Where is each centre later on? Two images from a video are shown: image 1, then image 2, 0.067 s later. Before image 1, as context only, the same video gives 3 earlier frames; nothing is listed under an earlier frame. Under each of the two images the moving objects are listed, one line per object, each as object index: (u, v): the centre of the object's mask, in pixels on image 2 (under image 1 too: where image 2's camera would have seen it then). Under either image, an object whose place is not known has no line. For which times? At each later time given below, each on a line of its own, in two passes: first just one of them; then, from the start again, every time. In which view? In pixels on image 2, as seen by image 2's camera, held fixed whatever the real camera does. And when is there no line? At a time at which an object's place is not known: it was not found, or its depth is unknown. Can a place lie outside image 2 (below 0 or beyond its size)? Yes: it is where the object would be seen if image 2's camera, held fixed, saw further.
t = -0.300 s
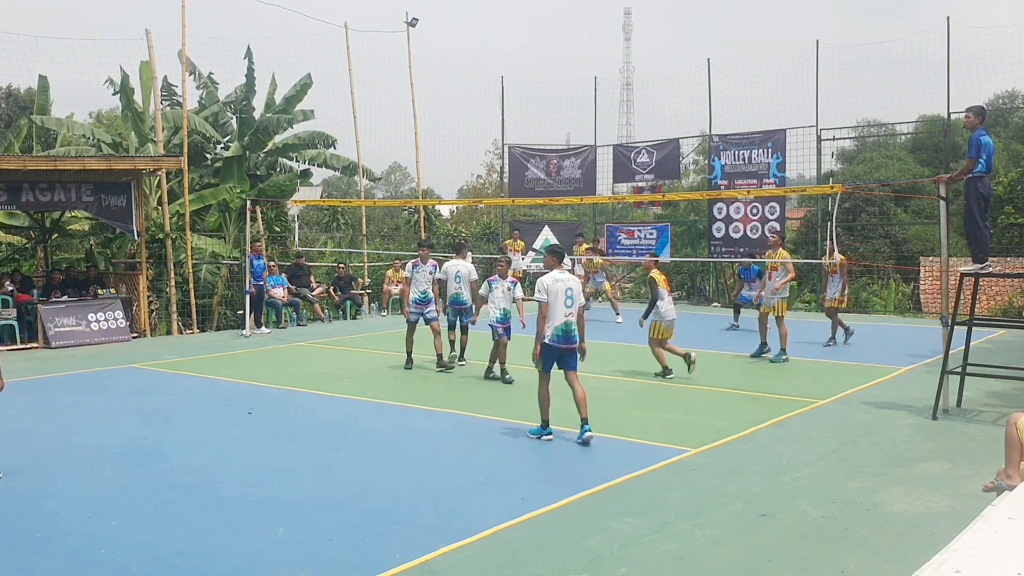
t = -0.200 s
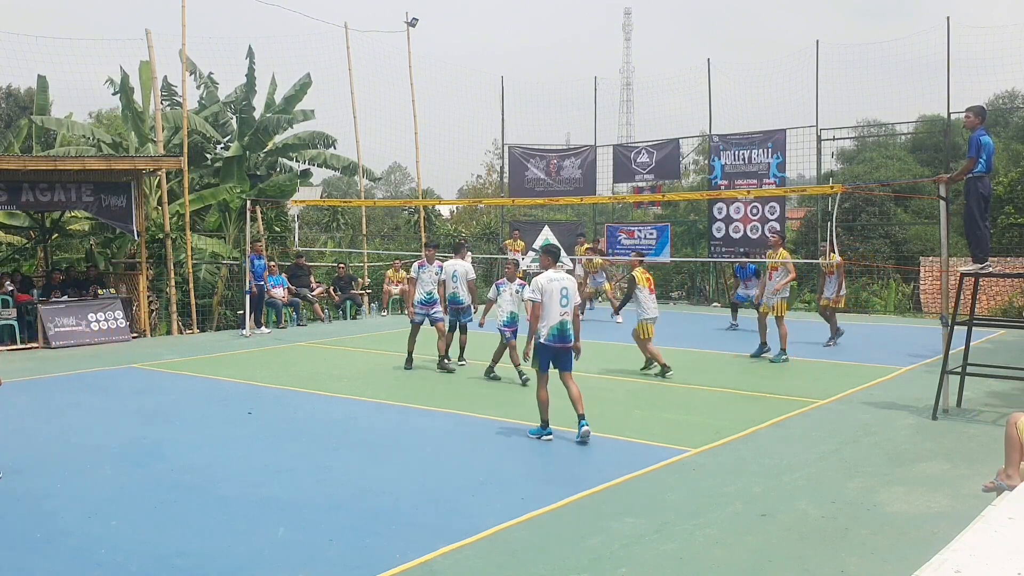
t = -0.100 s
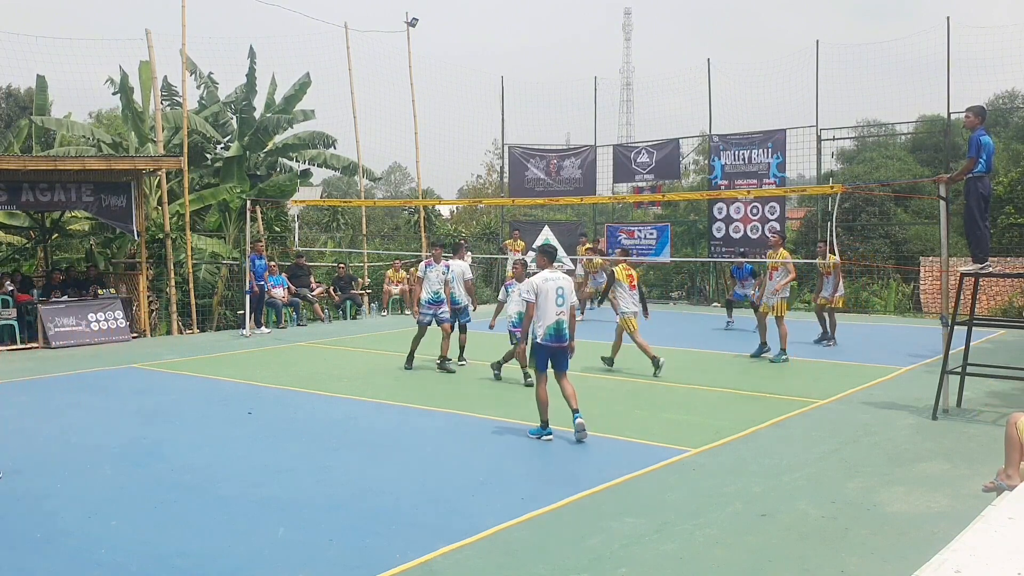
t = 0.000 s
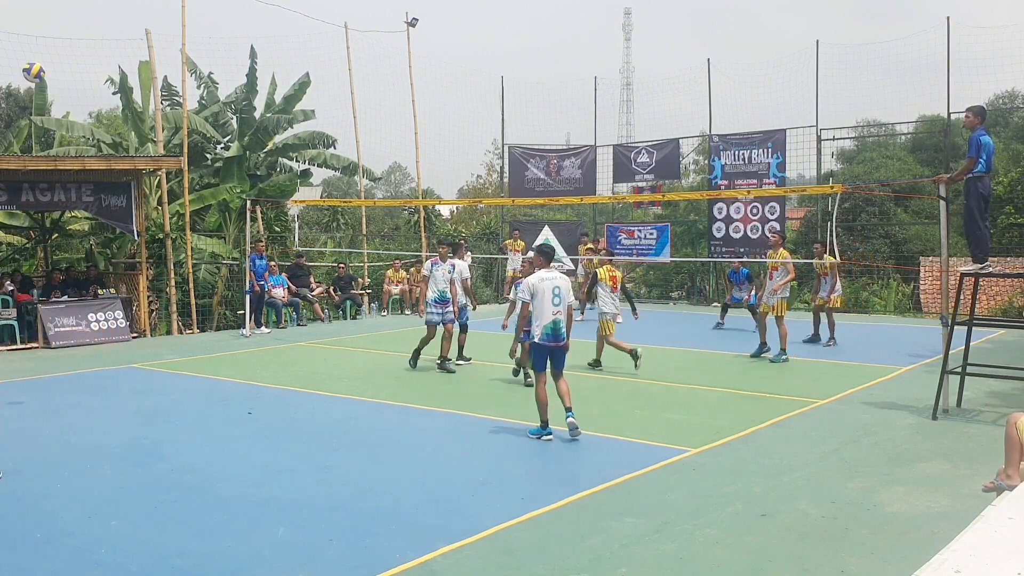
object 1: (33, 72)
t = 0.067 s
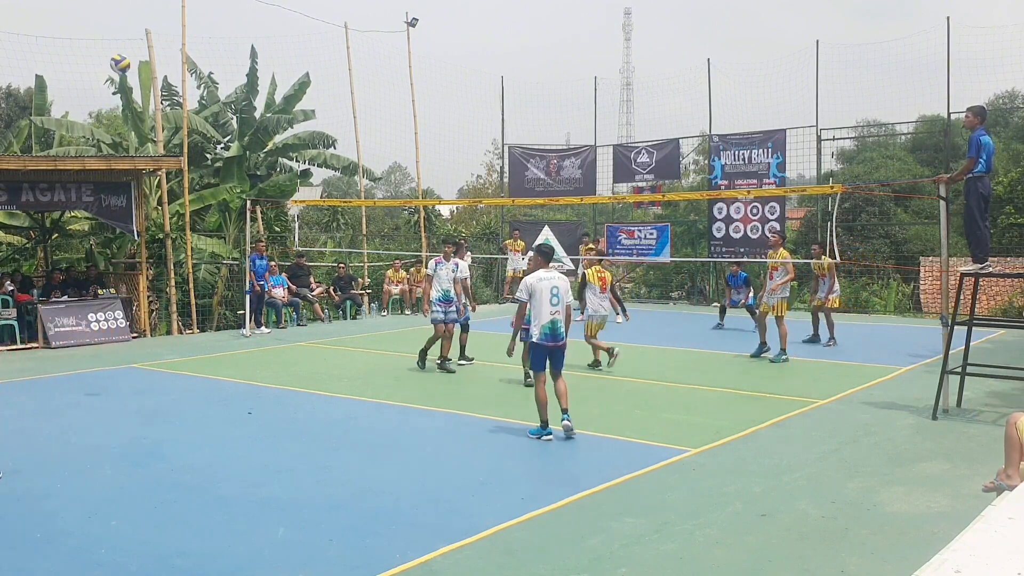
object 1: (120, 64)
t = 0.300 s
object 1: (361, 70)
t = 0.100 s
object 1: (160, 61)
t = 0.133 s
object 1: (197, 60)
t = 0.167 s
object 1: (233, 60)
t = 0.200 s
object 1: (267, 61)
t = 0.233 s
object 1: (300, 63)
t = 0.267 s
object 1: (331, 66)
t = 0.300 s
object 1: (361, 70)
